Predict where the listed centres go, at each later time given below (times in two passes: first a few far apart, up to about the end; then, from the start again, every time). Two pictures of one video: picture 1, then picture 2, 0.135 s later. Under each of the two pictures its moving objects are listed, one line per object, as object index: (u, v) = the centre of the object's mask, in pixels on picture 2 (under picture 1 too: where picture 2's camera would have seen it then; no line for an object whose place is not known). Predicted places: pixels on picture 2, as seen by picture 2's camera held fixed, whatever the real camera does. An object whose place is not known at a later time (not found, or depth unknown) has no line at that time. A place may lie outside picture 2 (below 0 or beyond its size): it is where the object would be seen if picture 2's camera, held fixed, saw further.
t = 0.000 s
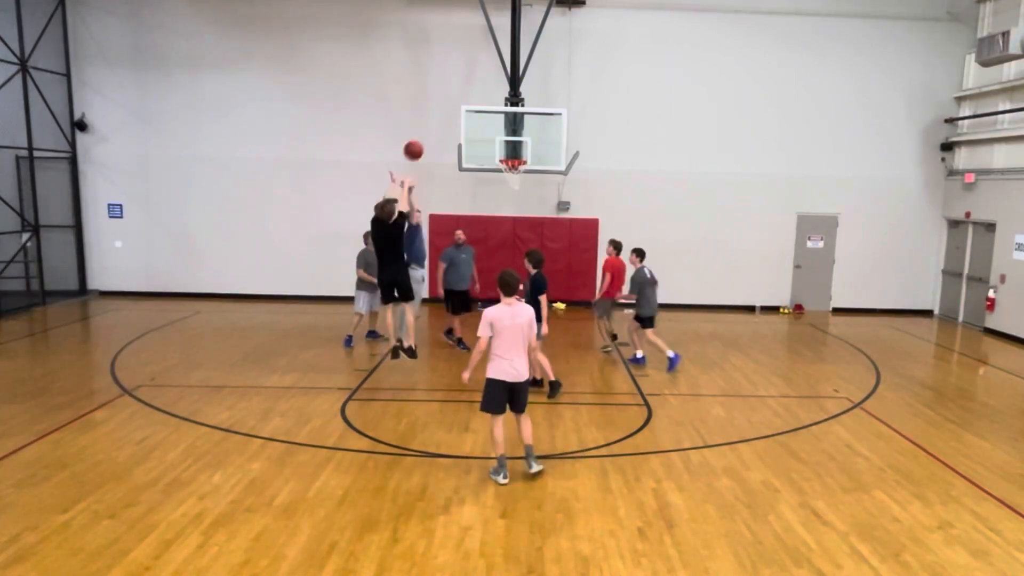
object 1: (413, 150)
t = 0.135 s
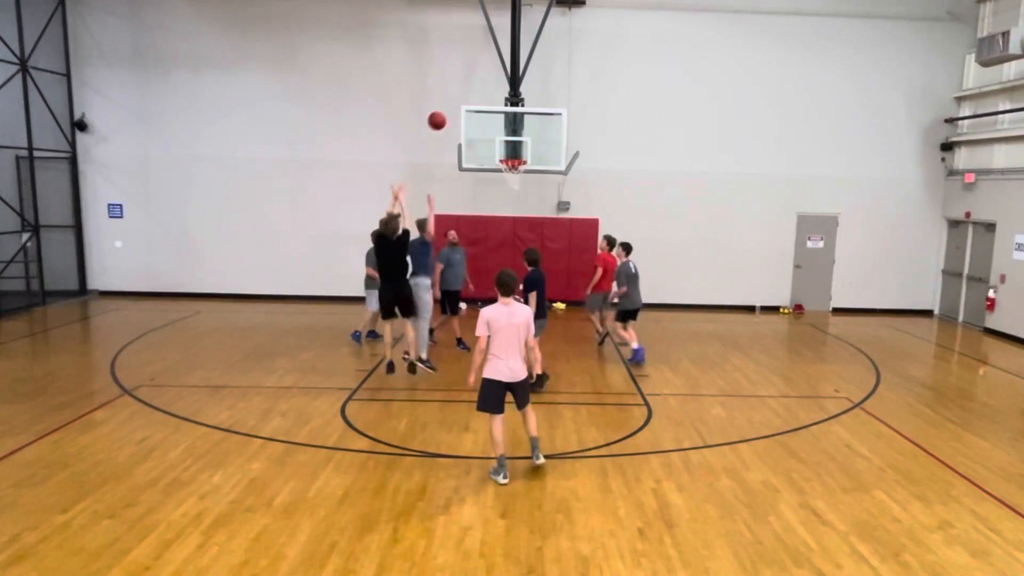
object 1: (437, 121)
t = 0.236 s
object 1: (452, 109)
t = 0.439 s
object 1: (479, 109)
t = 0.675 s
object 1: (505, 140)
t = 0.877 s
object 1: (513, 171)
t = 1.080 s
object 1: (510, 173)
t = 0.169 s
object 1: (442, 116)
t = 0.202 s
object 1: (448, 112)
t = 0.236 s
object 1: (452, 109)
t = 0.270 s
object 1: (457, 107)
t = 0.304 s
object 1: (462, 106)
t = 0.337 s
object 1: (466, 106)
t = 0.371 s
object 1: (471, 106)
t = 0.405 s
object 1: (475, 107)
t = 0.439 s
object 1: (479, 109)
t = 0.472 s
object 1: (483, 112)
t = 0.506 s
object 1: (487, 115)
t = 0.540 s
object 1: (491, 119)
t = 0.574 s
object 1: (495, 123)
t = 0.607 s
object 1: (498, 128)
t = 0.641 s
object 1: (501, 133)
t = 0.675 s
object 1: (505, 140)
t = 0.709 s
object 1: (507, 146)
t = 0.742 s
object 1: (511, 152)
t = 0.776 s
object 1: (514, 167)
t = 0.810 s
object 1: (514, 168)
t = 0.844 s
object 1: (514, 170)
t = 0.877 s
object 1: (513, 171)
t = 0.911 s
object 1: (513, 172)
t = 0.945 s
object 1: (513, 171)
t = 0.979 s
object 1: (512, 171)
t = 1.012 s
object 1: (512, 171)
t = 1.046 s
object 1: (511, 172)
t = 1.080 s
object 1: (510, 173)
